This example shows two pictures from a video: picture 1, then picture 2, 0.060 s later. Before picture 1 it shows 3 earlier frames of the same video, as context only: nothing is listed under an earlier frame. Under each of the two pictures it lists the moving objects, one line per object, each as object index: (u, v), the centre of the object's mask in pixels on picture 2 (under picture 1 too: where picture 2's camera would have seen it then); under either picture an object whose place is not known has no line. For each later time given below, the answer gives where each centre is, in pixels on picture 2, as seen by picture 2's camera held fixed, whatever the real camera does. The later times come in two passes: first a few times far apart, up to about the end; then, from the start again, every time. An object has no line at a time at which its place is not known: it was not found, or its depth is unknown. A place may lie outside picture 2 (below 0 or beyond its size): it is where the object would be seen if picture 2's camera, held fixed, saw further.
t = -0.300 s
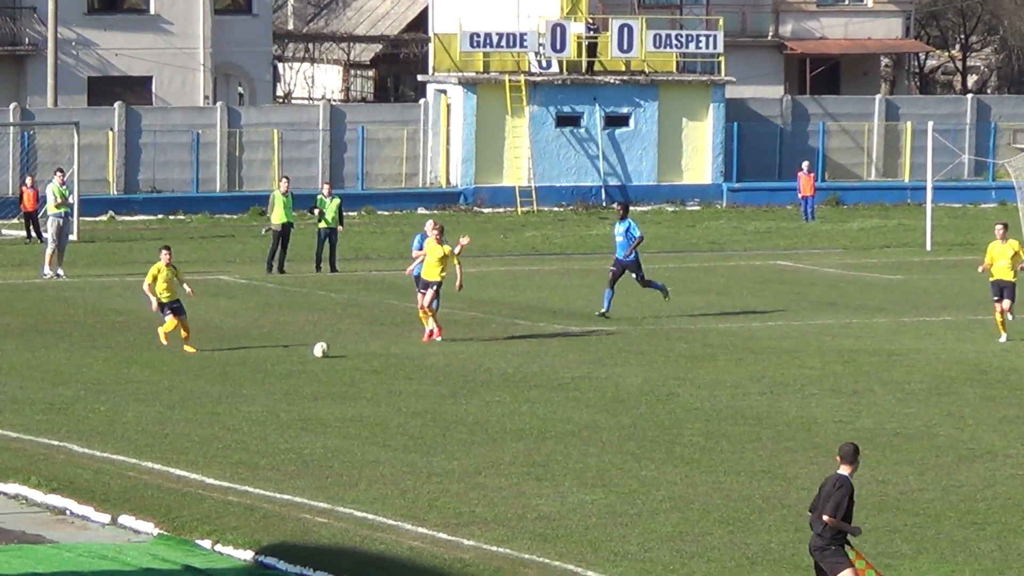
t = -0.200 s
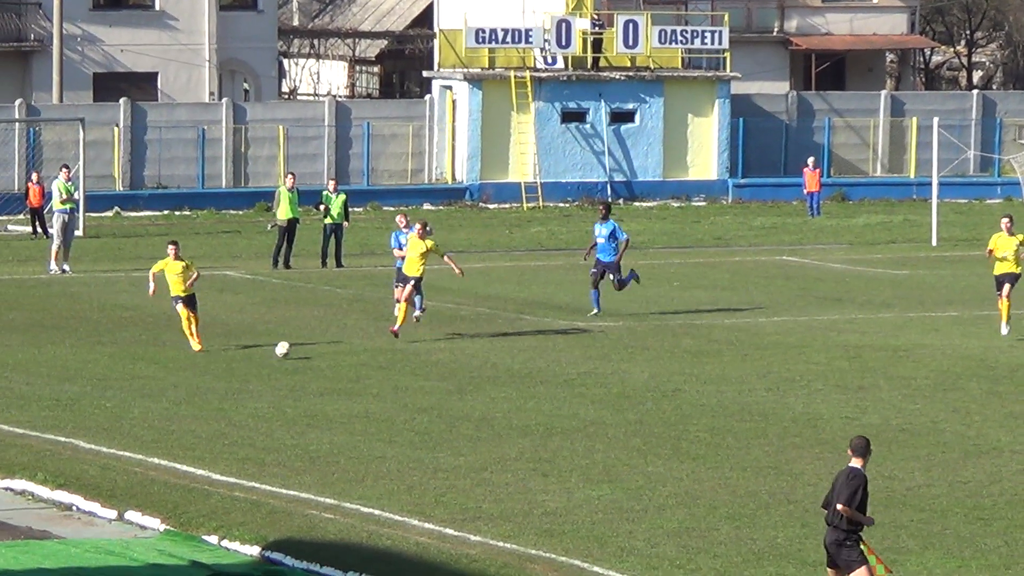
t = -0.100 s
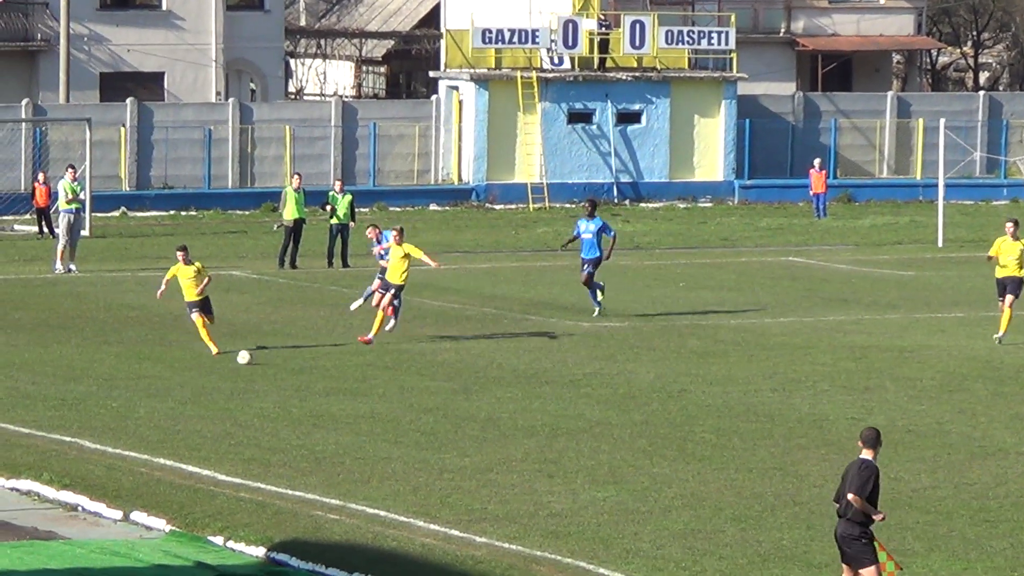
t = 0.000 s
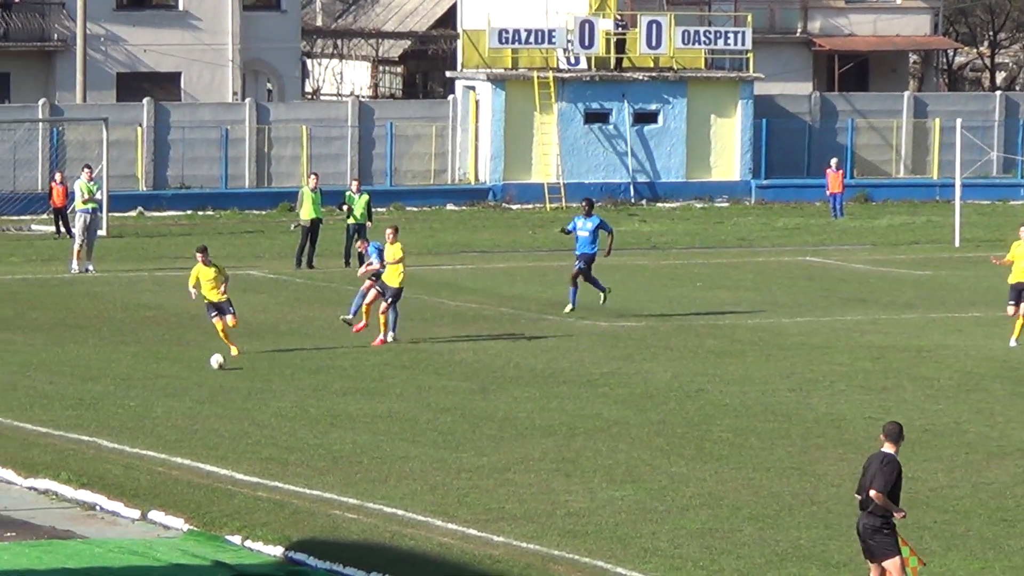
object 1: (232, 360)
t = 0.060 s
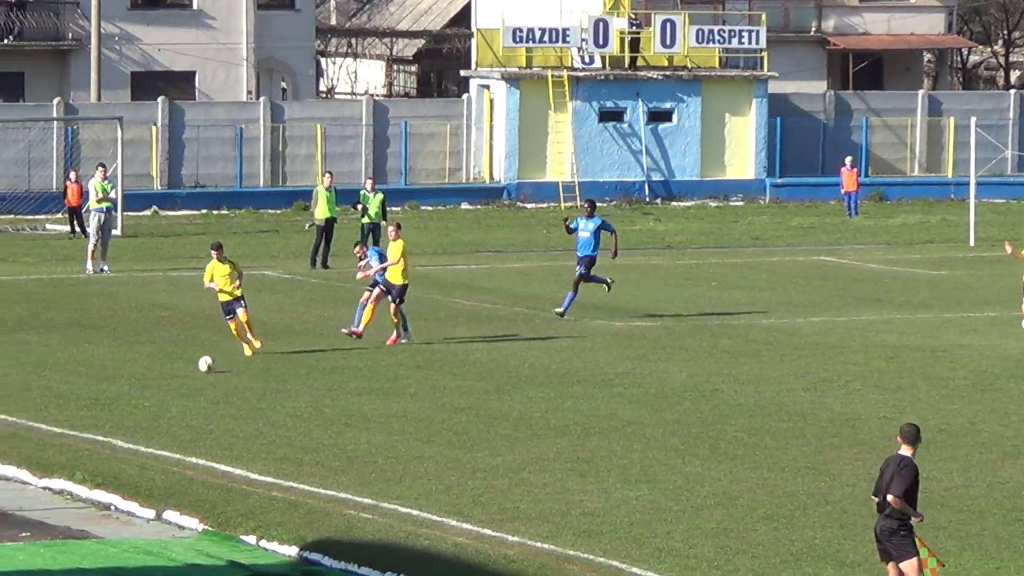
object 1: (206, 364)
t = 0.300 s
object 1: (100, 376)
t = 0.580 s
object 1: (-29, 385)
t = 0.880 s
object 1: (-171, 397)
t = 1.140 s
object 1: (-303, 429)
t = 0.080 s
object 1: (196, 364)
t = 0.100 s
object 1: (188, 366)
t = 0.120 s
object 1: (180, 366)
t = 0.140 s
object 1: (171, 368)
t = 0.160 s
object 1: (162, 369)
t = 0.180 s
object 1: (153, 371)
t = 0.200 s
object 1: (144, 372)
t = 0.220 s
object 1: (135, 372)
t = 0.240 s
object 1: (126, 373)
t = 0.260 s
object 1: (117, 373)
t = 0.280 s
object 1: (109, 375)
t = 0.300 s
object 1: (100, 376)
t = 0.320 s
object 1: (90, 377)
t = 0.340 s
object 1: (81, 378)
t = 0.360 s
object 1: (73, 379)
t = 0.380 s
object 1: (63, 380)
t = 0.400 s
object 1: (54, 381)
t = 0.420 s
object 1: (44, 382)
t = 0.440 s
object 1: (35, 382)
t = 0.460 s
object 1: (26, 384)
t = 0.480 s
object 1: (16, 384)
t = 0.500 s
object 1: (8, 384)
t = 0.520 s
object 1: (-2, 384)
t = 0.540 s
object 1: (-11, 384)
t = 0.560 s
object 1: (-20, 385)
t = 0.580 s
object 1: (-29, 385)
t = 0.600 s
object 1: (-39, 386)
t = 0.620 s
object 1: (-48, 388)
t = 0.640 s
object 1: (-57, 390)
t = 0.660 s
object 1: (-66, 390)
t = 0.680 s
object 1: (-75, 389)
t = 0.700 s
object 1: (-85, 389)
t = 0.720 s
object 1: (-94, 388)
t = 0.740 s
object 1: (-104, 388)
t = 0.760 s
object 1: (-113, 388)
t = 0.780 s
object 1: (-123, 389)
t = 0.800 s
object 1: (-132, 389)
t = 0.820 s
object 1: (-143, 392)
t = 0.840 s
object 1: (-152, 393)
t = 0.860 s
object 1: (-161, 396)
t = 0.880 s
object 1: (-171, 397)
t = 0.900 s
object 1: (-181, 400)
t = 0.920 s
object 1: (-190, 404)
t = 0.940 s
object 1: (-201, 407)
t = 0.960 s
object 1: (-211, 411)
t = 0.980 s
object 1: (-220, 416)
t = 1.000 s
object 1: (-231, 420)
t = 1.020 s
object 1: (-239, 424)
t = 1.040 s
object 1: (-249, 431)
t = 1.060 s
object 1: (-258, 434)
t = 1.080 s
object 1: (-268, 433)
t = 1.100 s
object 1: (-279, 431)
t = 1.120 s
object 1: (-292, 430)
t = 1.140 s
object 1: (-303, 429)
